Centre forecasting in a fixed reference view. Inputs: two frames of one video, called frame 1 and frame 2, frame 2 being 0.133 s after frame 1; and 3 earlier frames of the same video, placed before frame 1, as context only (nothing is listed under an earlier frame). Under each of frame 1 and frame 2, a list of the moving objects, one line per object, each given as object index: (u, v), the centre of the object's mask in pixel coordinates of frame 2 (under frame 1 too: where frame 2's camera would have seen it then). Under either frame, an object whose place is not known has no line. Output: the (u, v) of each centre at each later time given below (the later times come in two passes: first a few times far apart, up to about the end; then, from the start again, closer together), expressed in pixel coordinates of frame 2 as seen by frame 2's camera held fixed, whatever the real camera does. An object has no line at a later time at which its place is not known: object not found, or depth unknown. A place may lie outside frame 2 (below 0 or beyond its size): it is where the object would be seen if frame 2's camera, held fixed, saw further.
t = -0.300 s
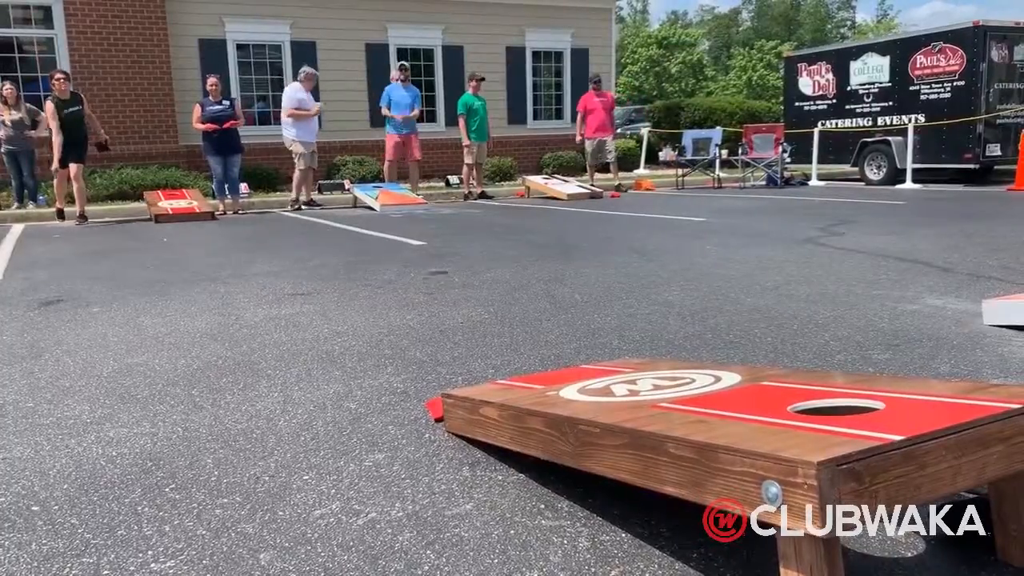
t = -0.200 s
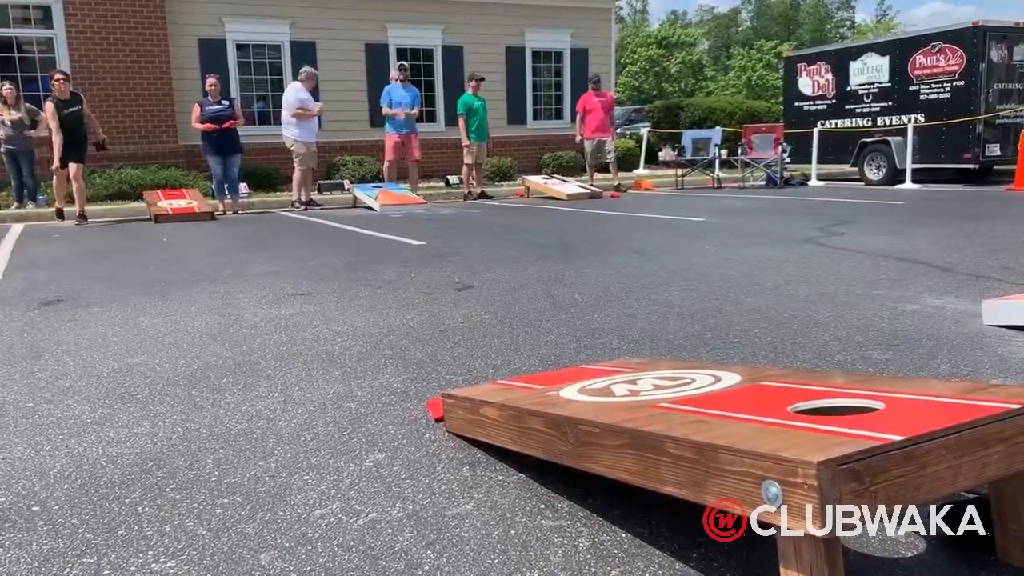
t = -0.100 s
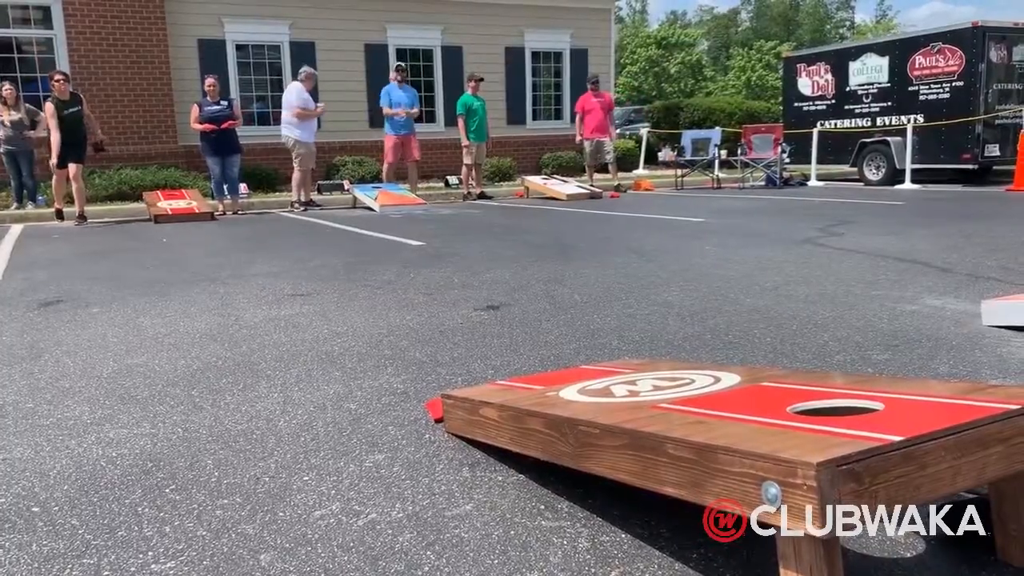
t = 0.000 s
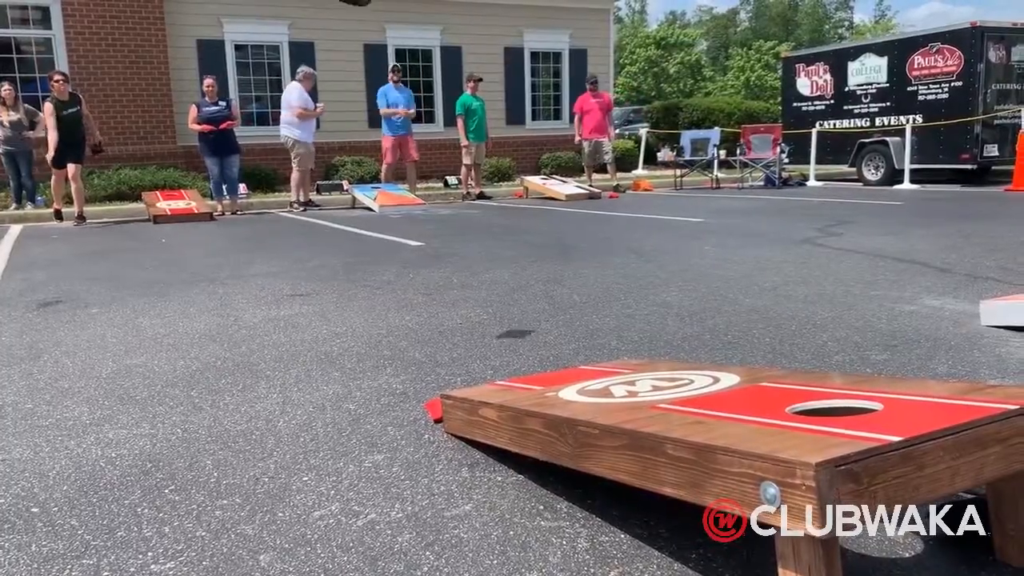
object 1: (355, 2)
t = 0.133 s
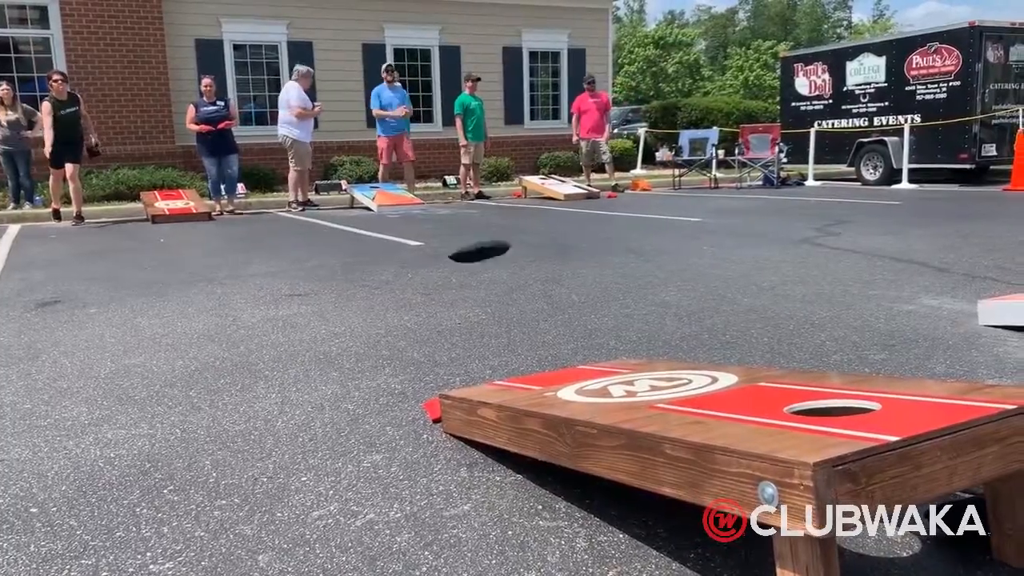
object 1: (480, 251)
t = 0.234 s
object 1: (557, 359)
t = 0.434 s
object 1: (635, 369)
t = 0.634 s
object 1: (652, 372)
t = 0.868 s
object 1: (652, 372)
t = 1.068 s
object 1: (651, 372)
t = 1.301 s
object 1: (651, 372)
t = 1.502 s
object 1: (651, 372)
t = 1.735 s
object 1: (651, 372)
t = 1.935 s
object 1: (651, 373)
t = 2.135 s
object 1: (652, 372)
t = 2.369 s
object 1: (651, 372)
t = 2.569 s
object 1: (652, 372)
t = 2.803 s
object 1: (652, 372)
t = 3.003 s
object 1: (652, 372)
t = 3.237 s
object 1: (652, 372)
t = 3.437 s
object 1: (652, 372)
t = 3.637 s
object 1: (651, 372)
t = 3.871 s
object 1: (652, 372)
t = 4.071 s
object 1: (651, 372)
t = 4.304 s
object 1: (652, 372)
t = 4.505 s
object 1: (652, 372)
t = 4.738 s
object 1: (651, 372)
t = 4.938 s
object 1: (651, 372)
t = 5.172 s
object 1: (651, 372)
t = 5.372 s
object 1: (651, 372)
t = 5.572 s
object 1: (651, 373)
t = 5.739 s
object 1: (651, 373)
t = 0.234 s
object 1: (557, 359)
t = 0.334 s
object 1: (597, 352)
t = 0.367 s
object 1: (611, 356)
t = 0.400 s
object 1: (626, 364)
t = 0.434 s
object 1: (635, 369)
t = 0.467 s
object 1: (642, 371)
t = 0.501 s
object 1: (647, 372)
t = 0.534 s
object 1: (651, 372)
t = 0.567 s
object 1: (652, 372)
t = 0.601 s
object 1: (652, 372)
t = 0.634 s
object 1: (652, 372)
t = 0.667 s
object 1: (652, 372)
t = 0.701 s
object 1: (652, 372)
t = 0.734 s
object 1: (652, 372)
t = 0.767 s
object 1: (651, 373)
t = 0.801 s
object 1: (651, 372)
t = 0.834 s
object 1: (652, 372)
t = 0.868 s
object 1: (652, 372)
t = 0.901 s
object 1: (651, 372)
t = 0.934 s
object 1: (652, 372)
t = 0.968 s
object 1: (652, 372)
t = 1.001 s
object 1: (652, 372)
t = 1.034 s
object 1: (651, 372)
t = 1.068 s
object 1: (651, 372)
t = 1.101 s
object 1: (651, 372)
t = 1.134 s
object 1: (651, 372)
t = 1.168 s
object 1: (651, 372)
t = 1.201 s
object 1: (652, 372)
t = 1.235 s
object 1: (651, 372)
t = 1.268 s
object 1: (651, 372)
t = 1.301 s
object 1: (651, 372)
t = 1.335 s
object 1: (651, 372)
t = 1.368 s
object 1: (651, 372)
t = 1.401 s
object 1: (651, 372)
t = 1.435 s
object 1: (652, 372)
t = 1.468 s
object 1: (651, 372)
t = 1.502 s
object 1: (651, 372)
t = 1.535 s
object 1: (651, 373)
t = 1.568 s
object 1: (651, 372)
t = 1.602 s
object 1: (651, 372)
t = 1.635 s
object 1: (651, 373)
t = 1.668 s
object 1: (651, 372)
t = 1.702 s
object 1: (651, 372)
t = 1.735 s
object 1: (651, 372)
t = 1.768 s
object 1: (651, 372)
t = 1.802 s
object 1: (651, 372)
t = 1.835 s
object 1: (651, 373)
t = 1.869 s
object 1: (651, 372)
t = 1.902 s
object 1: (651, 373)
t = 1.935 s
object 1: (651, 373)
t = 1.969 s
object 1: (651, 372)
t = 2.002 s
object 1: (651, 372)
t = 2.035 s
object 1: (652, 372)
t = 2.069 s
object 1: (651, 372)
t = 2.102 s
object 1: (652, 372)
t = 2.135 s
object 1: (652, 372)
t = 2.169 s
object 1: (651, 372)
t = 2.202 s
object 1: (652, 372)
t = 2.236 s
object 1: (651, 372)
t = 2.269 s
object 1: (651, 372)
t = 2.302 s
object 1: (651, 372)
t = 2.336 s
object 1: (651, 372)
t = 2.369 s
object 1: (651, 372)
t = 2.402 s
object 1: (651, 372)
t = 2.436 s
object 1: (652, 372)
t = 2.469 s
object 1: (652, 372)
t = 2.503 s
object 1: (652, 372)
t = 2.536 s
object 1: (652, 372)
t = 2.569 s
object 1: (652, 372)
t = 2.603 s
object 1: (652, 372)
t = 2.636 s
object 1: (652, 372)
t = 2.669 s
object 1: (652, 372)
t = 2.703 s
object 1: (652, 372)
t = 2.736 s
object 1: (652, 372)
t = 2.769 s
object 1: (652, 372)
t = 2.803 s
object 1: (652, 372)
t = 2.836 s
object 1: (652, 372)
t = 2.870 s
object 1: (652, 372)
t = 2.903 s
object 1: (652, 372)
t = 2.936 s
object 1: (652, 372)
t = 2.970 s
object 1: (652, 372)
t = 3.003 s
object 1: (652, 372)
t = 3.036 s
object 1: (652, 372)
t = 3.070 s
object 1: (652, 372)
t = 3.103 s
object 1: (652, 372)
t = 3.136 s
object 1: (652, 372)
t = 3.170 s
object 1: (652, 372)
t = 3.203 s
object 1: (652, 372)
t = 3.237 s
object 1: (652, 372)
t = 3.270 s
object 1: (652, 372)
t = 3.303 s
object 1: (652, 372)
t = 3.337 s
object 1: (652, 372)
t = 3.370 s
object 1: (651, 372)
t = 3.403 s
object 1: (652, 372)
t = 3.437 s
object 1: (652, 372)
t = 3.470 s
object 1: (652, 372)
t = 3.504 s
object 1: (652, 372)
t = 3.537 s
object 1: (652, 372)
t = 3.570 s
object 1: (651, 372)
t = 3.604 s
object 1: (651, 372)
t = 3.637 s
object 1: (651, 372)
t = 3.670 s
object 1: (652, 372)
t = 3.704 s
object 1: (652, 372)
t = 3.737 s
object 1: (652, 372)
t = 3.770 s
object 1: (652, 372)
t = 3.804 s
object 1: (652, 372)
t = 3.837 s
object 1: (651, 372)
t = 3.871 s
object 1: (652, 372)
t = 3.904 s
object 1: (652, 372)
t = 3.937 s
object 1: (651, 372)
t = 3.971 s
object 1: (651, 372)
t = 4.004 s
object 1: (651, 372)
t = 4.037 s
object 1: (651, 372)
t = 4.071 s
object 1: (651, 372)
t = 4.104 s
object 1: (652, 372)
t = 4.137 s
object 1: (652, 372)
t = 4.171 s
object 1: (652, 372)
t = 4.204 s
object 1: (652, 372)
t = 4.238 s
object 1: (652, 372)
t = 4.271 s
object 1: (652, 372)
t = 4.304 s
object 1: (652, 372)
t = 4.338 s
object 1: (652, 372)
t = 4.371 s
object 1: (652, 372)
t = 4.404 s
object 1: (652, 372)
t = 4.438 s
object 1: (652, 372)
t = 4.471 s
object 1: (652, 372)
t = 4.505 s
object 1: (652, 372)
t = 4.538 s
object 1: (652, 372)
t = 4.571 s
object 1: (652, 372)
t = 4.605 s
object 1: (652, 372)
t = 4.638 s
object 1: (652, 372)
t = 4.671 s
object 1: (652, 372)
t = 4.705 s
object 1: (652, 372)
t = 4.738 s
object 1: (651, 372)
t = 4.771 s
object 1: (652, 372)
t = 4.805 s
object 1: (652, 372)
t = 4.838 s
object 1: (651, 372)
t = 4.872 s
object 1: (651, 372)
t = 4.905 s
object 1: (651, 372)
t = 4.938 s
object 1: (651, 372)
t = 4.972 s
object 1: (651, 372)
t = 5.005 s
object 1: (651, 372)
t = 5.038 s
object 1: (651, 372)
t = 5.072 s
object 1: (652, 372)
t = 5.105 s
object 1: (651, 372)
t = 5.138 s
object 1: (651, 372)
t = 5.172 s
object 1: (651, 372)
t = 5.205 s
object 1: (651, 373)
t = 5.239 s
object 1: (651, 372)
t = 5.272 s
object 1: (651, 372)
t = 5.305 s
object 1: (651, 372)
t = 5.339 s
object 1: (651, 372)
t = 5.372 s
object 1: (651, 372)
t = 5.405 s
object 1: (651, 372)
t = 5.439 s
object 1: (651, 373)
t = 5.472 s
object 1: (651, 373)
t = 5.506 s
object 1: (651, 373)
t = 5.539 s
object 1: (651, 373)
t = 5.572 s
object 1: (651, 373)
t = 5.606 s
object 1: (651, 373)
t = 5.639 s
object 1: (651, 373)
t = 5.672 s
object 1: (651, 373)
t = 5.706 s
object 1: (651, 373)
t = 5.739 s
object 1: (651, 373)
